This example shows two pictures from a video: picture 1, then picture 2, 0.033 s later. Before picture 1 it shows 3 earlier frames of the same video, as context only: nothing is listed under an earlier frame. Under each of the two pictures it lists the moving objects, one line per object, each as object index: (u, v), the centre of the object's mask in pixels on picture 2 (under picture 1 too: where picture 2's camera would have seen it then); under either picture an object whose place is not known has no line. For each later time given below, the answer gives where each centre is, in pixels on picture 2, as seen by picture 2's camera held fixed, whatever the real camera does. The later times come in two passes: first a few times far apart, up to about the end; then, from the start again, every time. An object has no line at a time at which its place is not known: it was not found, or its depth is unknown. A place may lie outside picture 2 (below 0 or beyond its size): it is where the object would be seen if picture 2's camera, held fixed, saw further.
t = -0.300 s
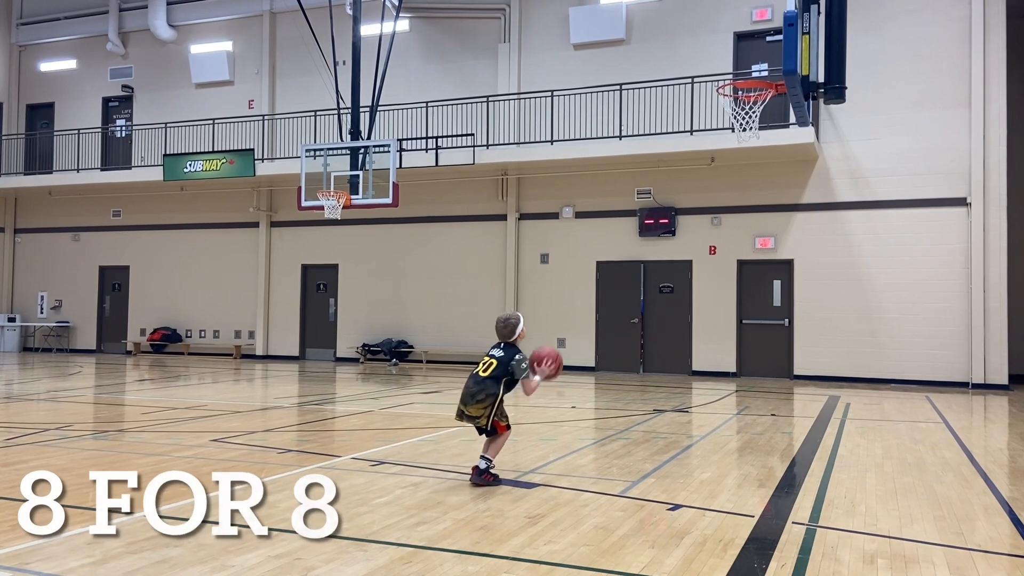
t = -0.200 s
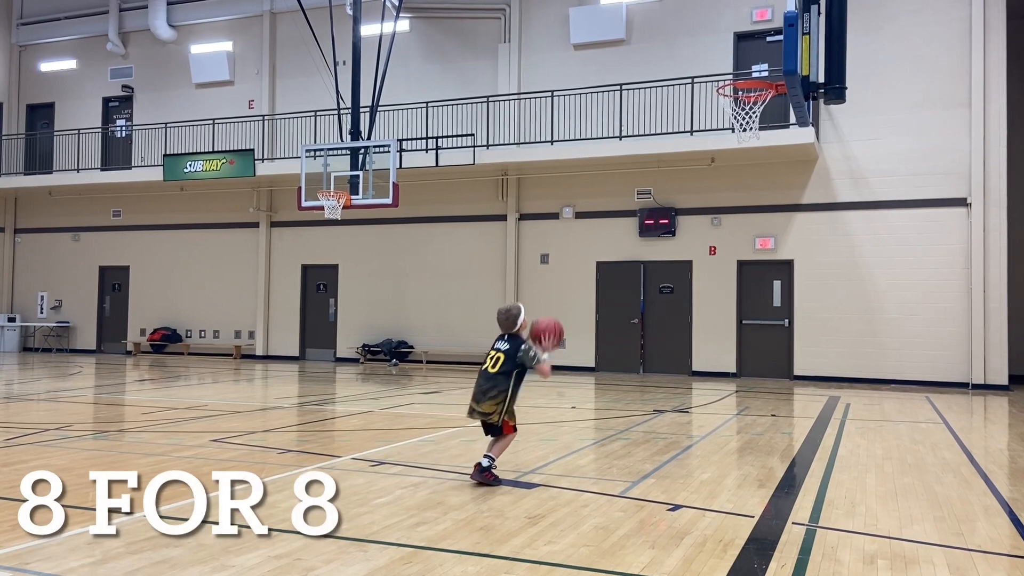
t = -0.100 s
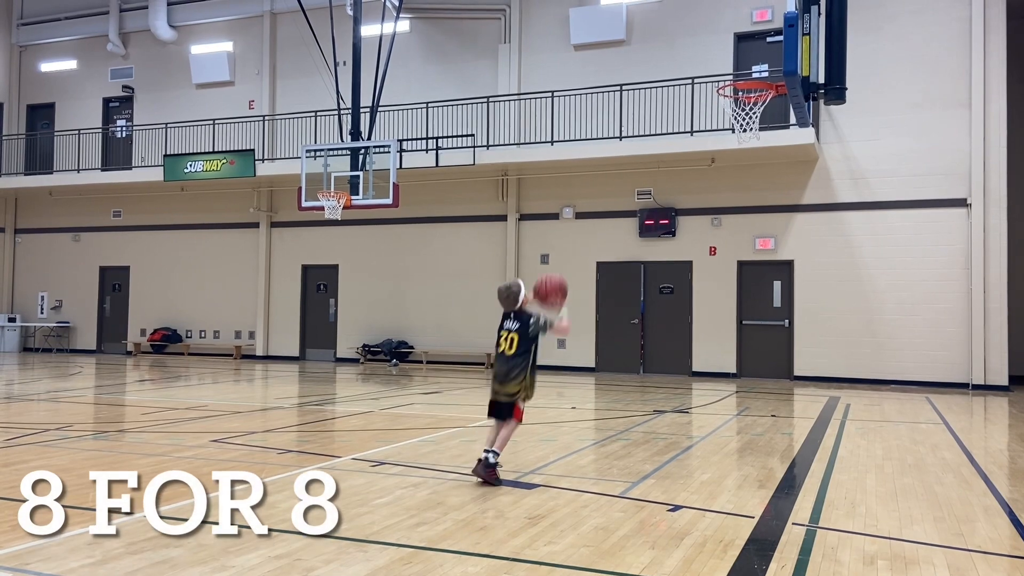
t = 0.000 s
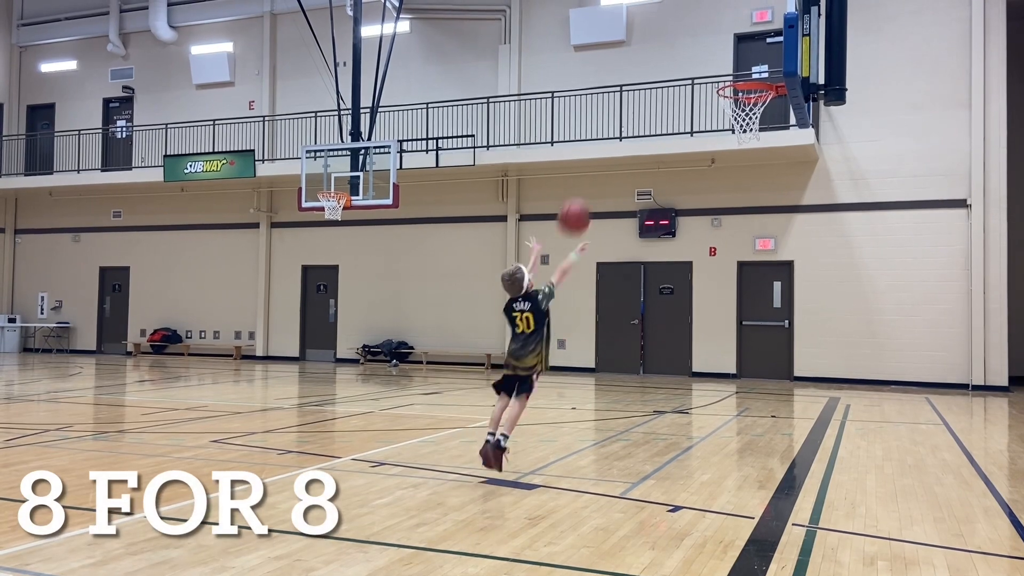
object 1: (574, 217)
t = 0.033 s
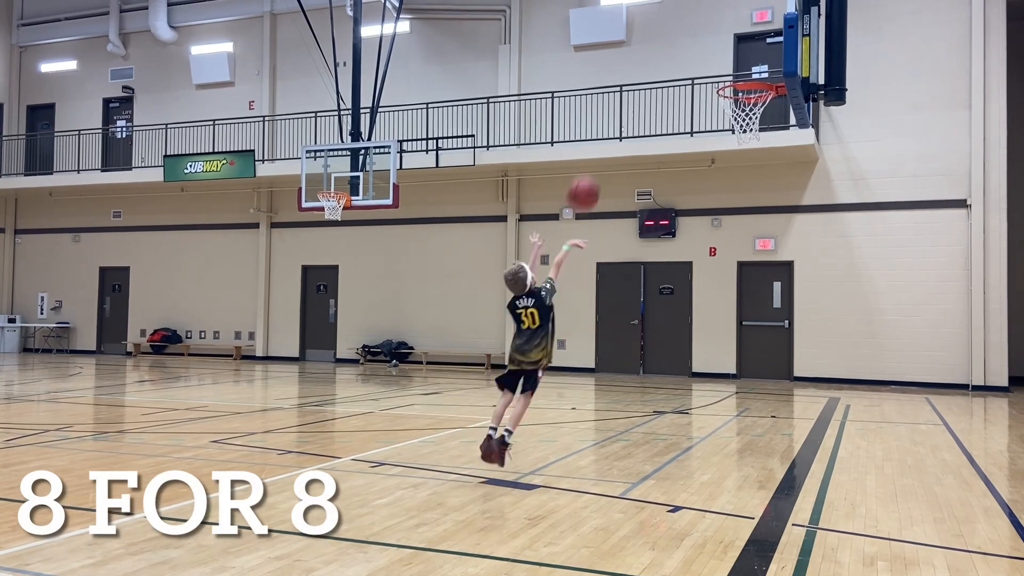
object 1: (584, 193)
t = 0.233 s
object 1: (634, 90)
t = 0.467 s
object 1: (683, 45)
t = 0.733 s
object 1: (730, 74)
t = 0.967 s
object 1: (748, 89)
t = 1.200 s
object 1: (735, 119)
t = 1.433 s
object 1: (759, 163)
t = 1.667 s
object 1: (784, 264)
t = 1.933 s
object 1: (813, 429)
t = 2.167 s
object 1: (836, 312)
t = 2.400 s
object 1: (860, 256)
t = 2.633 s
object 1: (885, 264)
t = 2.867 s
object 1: (911, 341)
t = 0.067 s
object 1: (593, 173)
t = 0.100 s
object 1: (601, 153)
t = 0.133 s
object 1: (609, 133)
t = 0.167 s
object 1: (618, 117)
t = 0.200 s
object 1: (626, 102)
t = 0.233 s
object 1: (634, 90)
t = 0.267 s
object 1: (641, 79)
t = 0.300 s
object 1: (649, 70)
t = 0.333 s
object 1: (656, 62)
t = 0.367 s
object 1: (663, 56)
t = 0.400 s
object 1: (670, 51)
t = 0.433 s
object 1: (677, 47)
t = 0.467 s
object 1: (683, 45)
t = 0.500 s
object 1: (690, 45)
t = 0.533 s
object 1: (696, 46)
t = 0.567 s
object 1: (702, 48)
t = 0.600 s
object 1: (708, 51)
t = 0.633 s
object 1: (714, 55)
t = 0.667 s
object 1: (720, 61)
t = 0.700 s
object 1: (725, 68)
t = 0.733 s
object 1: (730, 74)
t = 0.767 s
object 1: (736, 78)
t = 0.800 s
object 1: (743, 88)
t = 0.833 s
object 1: (750, 89)
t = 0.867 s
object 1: (756, 90)
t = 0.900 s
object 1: (755, 88)
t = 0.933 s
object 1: (752, 88)
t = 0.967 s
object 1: (748, 89)
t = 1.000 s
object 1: (742, 91)
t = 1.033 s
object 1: (736, 96)
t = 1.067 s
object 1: (730, 99)
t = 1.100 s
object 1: (729, 102)
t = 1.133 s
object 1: (729, 107)
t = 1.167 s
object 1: (733, 113)
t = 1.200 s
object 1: (735, 119)
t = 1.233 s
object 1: (738, 124)
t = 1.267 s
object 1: (742, 128)
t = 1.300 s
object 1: (745, 136)
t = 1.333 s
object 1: (749, 143)
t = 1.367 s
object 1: (752, 146)
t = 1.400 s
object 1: (755, 153)
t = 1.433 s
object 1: (759, 163)
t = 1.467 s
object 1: (763, 173)
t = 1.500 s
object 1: (766, 184)
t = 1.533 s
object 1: (769, 199)
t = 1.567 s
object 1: (773, 212)
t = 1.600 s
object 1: (777, 228)
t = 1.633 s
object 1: (780, 244)
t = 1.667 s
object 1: (784, 264)
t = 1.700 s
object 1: (787, 281)
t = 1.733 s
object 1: (791, 303)
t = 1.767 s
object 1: (794, 324)
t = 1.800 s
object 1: (798, 347)
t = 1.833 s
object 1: (802, 372)
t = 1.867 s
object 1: (806, 397)
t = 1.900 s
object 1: (809, 426)
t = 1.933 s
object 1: (813, 429)
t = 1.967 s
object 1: (816, 409)
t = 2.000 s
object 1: (819, 390)
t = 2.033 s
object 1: (823, 371)
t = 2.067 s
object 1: (826, 355)
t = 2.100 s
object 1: (829, 339)
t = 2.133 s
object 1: (833, 325)
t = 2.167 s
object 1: (836, 312)
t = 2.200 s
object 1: (839, 300)
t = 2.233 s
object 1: (843, 290)
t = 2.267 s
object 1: (846, 280)
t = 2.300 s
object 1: (850, 272)
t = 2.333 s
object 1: (853, 265)
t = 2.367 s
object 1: (857, 260)
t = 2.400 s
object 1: (860, 256)
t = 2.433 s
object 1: (864, 253)
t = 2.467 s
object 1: (867, 252)
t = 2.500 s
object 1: (870, 252)
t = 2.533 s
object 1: (874, 253)
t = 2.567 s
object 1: (878, 255)
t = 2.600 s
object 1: (881, 259)
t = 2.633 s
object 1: (885, 264)
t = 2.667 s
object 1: (889, 271)
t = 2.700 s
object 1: (892, 279)
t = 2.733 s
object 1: (896, 288)
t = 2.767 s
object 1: (900, 300)
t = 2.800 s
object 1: (904, 312)
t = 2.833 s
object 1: (907, 326)
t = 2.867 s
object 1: (911, 341)
